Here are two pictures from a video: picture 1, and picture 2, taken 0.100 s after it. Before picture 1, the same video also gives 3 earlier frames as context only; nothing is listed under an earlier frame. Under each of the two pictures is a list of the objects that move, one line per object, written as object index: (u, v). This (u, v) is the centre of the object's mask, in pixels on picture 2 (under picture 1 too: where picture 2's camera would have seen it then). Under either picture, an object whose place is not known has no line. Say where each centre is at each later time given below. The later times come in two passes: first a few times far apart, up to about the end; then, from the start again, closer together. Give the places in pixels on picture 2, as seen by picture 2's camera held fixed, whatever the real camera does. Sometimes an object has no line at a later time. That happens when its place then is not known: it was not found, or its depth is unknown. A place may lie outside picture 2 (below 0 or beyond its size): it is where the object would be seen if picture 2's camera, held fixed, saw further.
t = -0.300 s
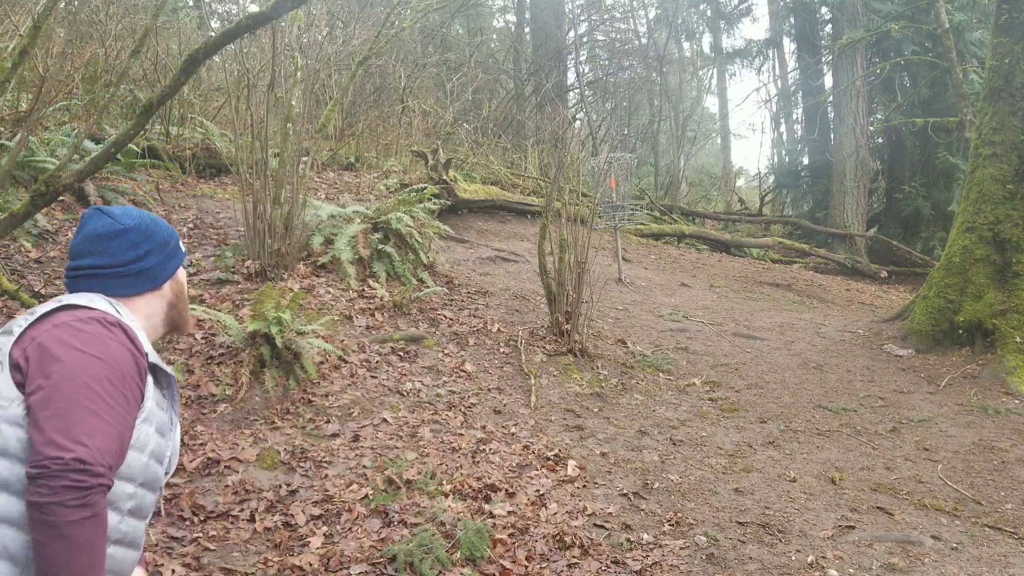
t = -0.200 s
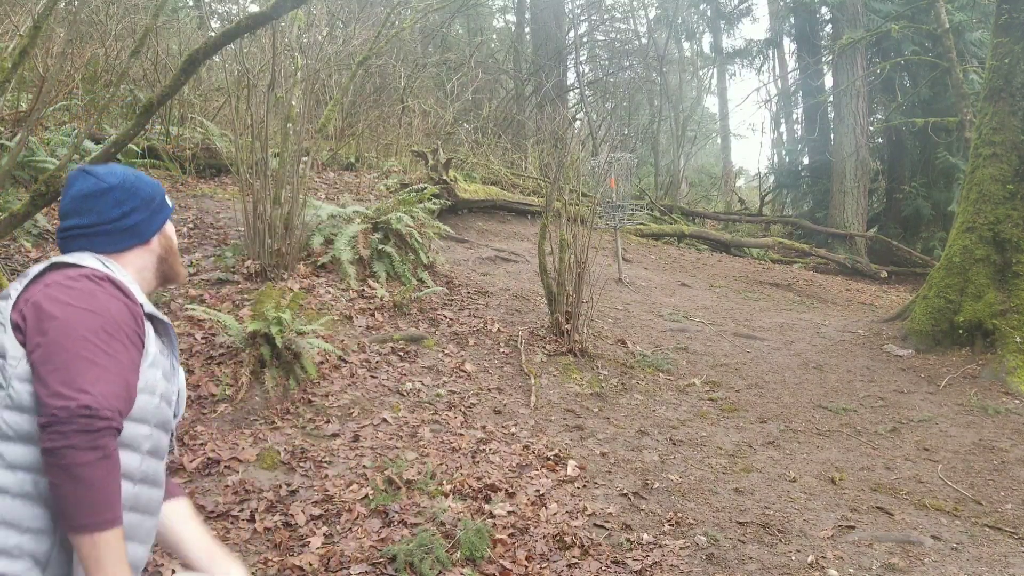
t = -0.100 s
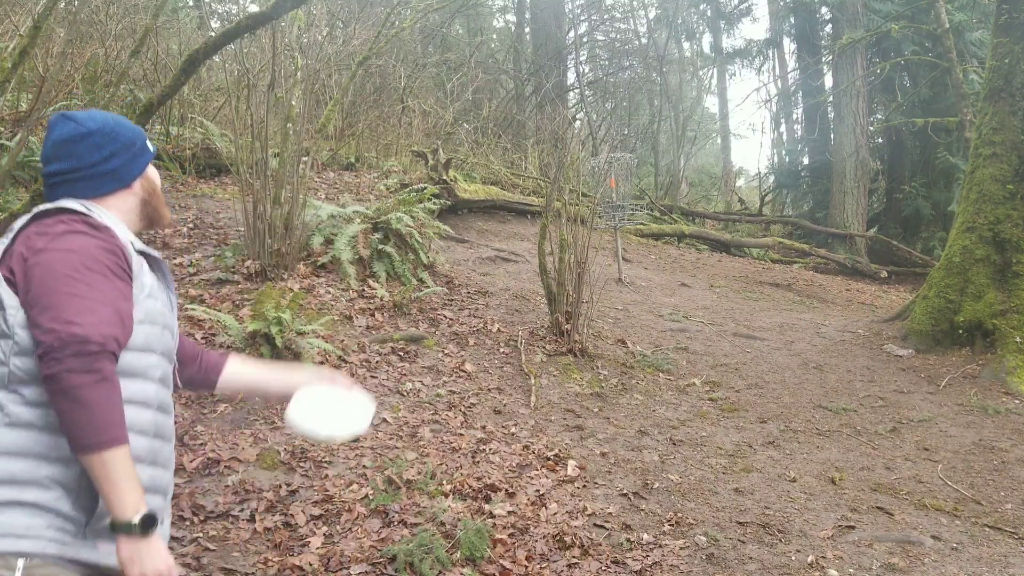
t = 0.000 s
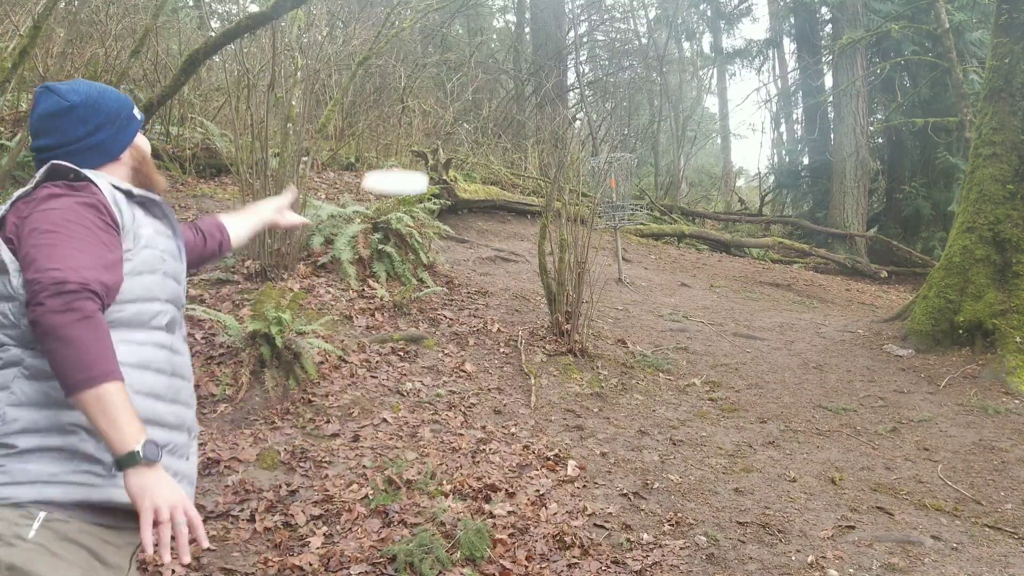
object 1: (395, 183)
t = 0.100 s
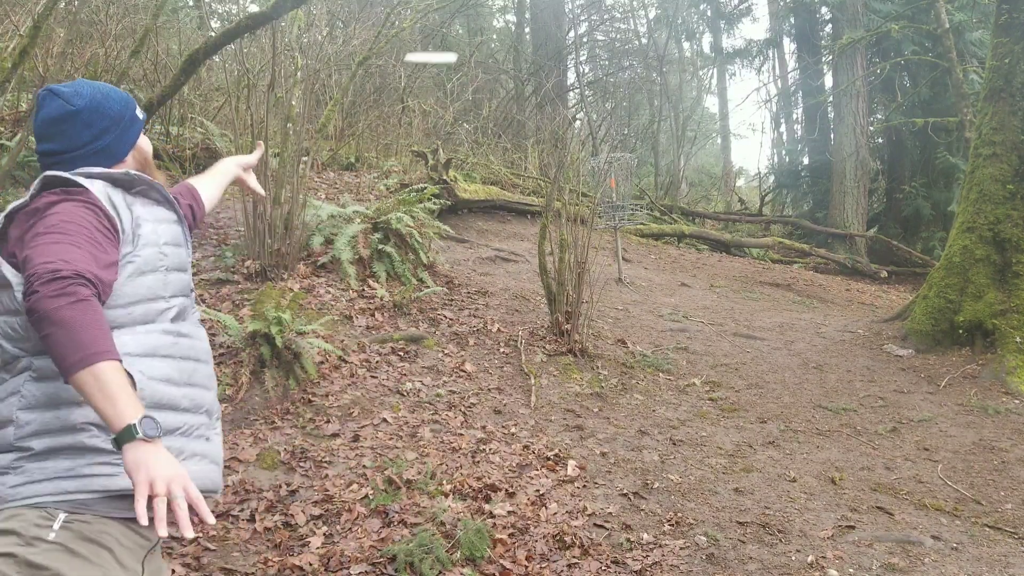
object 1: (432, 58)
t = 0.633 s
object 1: (531, 18)
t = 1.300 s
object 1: (625, 153)
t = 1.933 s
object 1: (752, 260)
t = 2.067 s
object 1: (773, 265)
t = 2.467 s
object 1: (830, 284)
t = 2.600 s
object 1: (843, 289)
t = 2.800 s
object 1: (857, 293)
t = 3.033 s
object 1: (861, 295)
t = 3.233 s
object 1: (861, 295)
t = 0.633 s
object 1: (531, 18)
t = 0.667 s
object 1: (536, 25)
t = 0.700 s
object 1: (539, 31)
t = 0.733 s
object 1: (545, 38)
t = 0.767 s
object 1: (549, 45)
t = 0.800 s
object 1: (554, 52)
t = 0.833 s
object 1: (557, 59)
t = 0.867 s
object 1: (562, 65)
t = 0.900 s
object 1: (566, 73)
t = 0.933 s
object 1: (570, 78)
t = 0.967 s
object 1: (575, 86)
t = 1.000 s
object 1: (580, 92)
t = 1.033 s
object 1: (583, 98)
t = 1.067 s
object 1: (589, 106)
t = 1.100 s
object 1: (593, 112)
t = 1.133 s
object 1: (599, 120)
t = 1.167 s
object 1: (603, 127)
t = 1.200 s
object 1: (609, 133)
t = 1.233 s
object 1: (614, 140)
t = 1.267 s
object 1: (620, 146)
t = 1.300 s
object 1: (625, 153)
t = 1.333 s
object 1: (634, 161)
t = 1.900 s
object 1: (747, 260)
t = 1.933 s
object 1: (752, 260)
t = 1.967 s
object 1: (758, 260)
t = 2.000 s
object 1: (762, 261)
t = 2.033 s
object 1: (768, 263)
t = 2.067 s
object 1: (773, 265)
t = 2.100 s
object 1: (779, 268)
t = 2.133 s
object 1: (785, 271)
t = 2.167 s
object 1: (789, 272)
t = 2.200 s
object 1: (793, 272)
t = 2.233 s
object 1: (798, 272)
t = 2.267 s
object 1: (801, 272)
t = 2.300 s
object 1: (808, 275)
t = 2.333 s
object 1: (813, 278)
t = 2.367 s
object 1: (818, 281)
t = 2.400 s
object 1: (822, 282)
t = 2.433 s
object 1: (827, 283)
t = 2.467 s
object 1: (830, 284)
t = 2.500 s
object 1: (833, 284)
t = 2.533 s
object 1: (837, 286)
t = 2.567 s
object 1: (840, 287)
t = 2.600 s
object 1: (843, 289)
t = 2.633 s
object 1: (847, 290)
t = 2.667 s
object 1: (850, 291)
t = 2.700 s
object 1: (852, 291)
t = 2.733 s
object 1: (854, 292)
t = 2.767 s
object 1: (855, 292)
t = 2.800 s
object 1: (857, 293)
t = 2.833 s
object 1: (859, 294)
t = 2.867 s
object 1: (860, 294)
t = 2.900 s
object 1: (860, 294)
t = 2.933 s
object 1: (861, 295)
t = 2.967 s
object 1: (861, 295)
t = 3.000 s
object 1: (861, 295)
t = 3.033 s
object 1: (861, 295)
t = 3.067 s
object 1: (861, 295)
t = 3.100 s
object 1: (861, 295)
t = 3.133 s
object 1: (861, 295)
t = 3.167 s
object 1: (861, 295)
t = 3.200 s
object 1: (861, 295)
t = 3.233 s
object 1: (861, 295)
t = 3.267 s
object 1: (861, 295)
